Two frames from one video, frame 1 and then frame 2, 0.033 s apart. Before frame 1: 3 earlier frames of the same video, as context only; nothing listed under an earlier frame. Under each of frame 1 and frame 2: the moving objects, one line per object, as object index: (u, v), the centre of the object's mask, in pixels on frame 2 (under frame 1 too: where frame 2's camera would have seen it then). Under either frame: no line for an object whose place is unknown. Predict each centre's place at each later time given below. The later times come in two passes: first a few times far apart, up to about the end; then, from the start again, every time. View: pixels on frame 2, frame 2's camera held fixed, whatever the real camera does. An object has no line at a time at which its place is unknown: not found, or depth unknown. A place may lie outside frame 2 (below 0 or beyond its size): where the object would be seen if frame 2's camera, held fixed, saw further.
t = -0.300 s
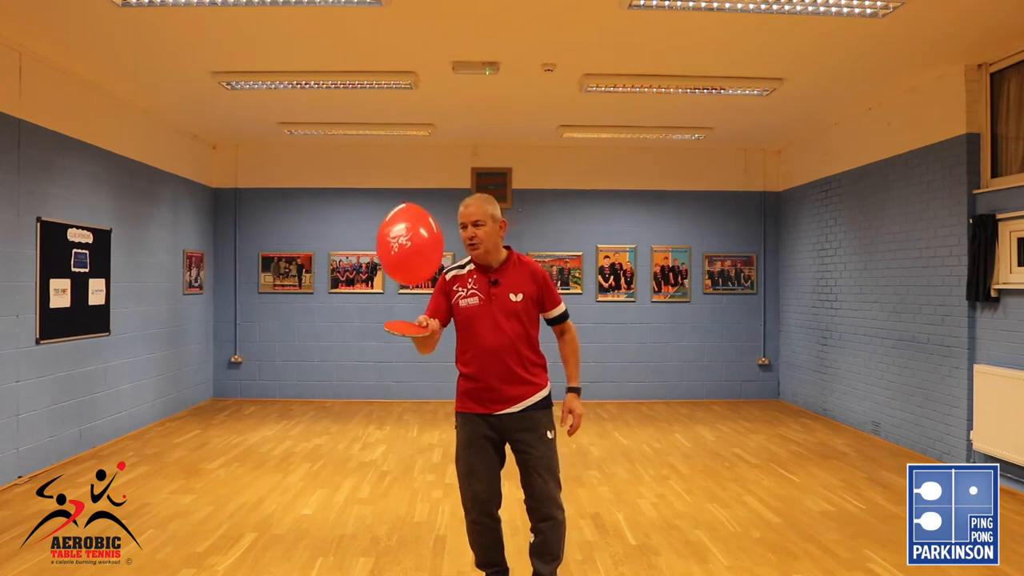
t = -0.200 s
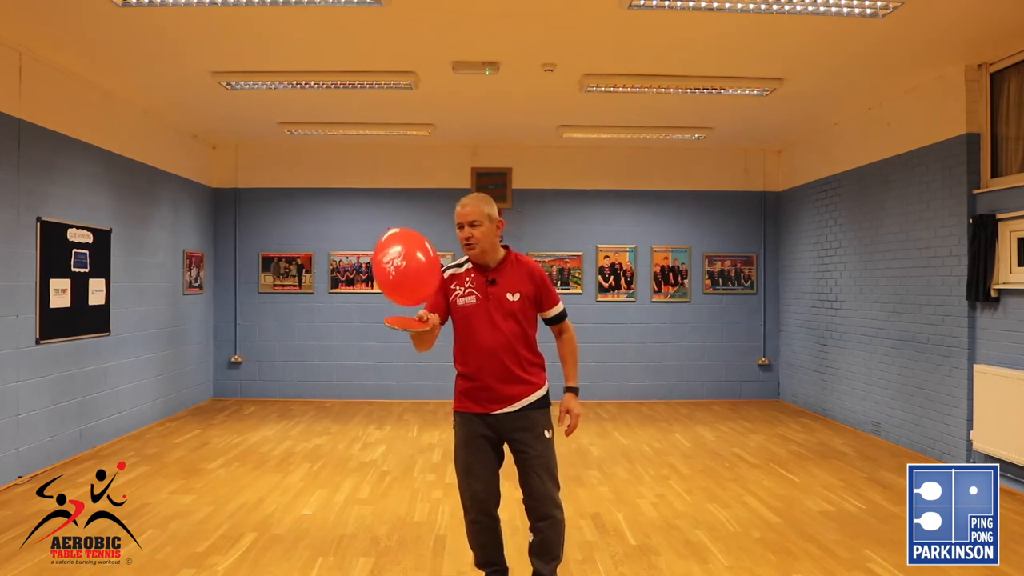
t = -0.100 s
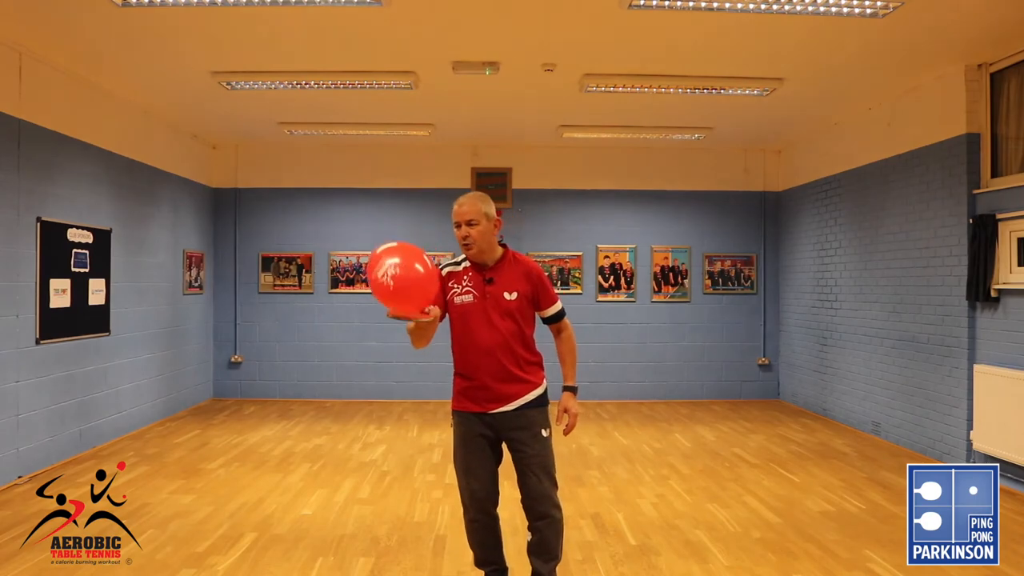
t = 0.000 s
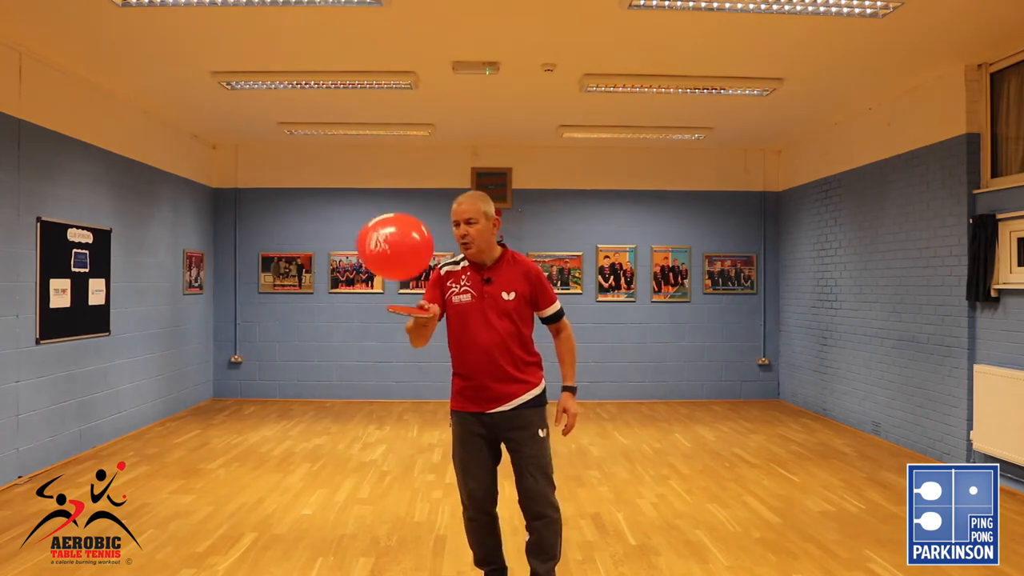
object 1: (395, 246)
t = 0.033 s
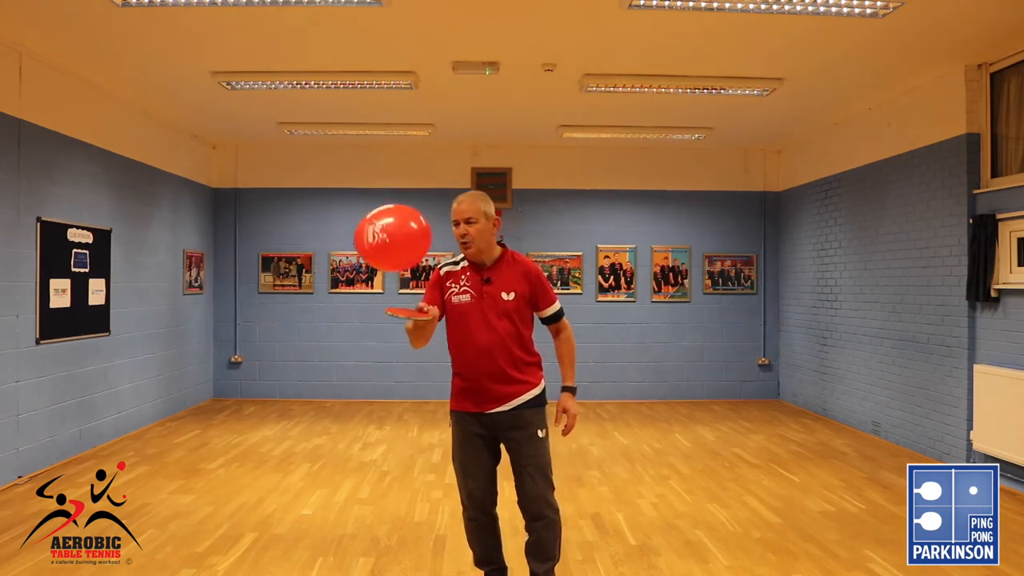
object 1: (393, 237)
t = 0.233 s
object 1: (377, 201)
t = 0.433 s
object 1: (363, 189)
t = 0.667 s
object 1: (349, 202)
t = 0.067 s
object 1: (390, 229)
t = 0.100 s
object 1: (388, 222)
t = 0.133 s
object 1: (385, 216)
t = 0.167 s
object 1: (382, 211)
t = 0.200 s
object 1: (380, 206)
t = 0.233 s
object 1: (377, 201)
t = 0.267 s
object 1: (375, 198)
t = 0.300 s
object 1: (372, 195)
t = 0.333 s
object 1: (370, 192)
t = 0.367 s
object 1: (367, 191)
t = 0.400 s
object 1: (365, 190)
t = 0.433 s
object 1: (363, 189)
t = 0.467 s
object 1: (361, 189)
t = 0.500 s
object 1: (358, 190)
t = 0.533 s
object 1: (356, 191)
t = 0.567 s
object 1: (355, 193)
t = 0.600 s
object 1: (353, 195)
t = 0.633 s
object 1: (351, 198)
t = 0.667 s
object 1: (349, 202)
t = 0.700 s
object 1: (347, 206)
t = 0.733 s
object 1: (346, 211)
